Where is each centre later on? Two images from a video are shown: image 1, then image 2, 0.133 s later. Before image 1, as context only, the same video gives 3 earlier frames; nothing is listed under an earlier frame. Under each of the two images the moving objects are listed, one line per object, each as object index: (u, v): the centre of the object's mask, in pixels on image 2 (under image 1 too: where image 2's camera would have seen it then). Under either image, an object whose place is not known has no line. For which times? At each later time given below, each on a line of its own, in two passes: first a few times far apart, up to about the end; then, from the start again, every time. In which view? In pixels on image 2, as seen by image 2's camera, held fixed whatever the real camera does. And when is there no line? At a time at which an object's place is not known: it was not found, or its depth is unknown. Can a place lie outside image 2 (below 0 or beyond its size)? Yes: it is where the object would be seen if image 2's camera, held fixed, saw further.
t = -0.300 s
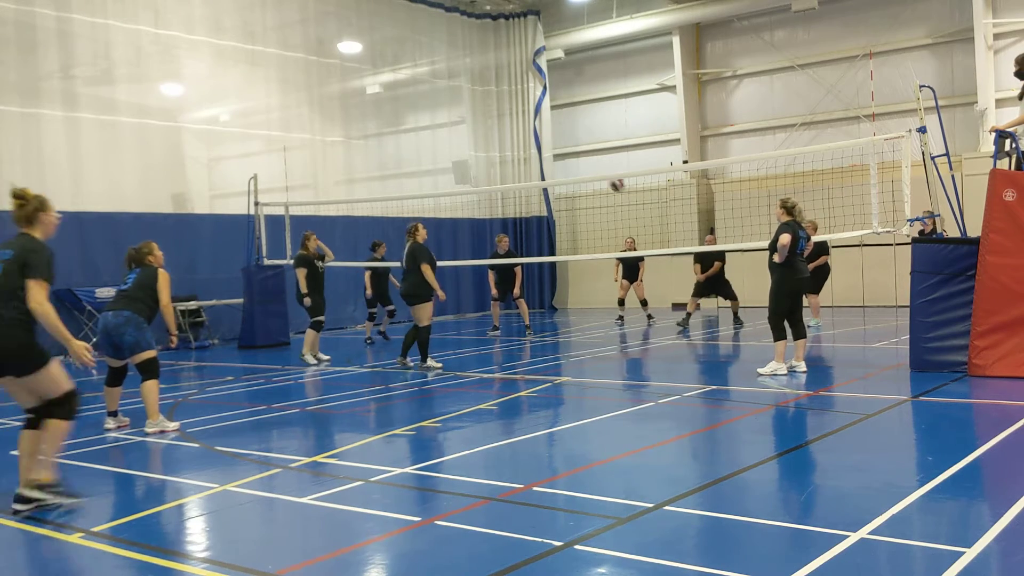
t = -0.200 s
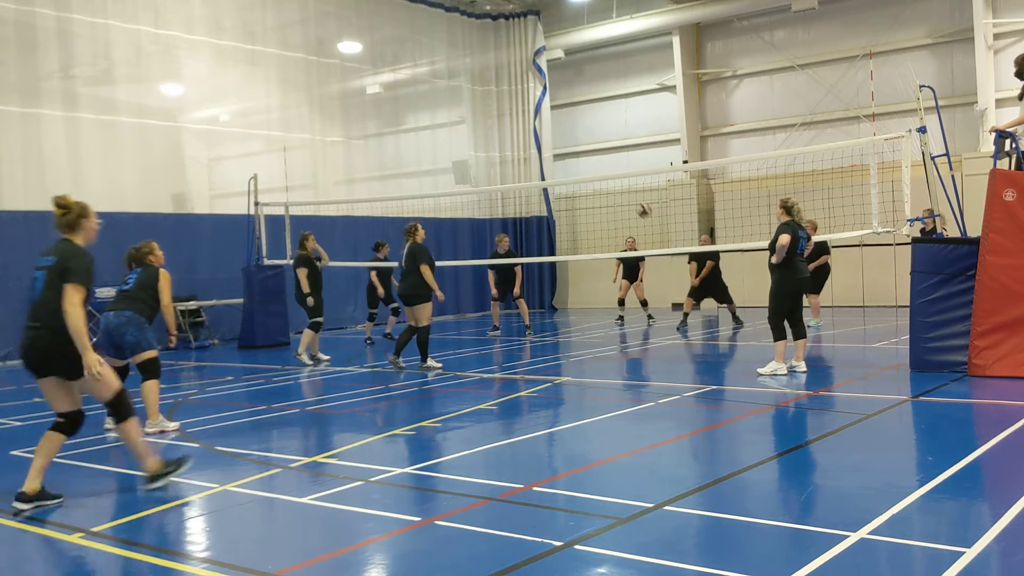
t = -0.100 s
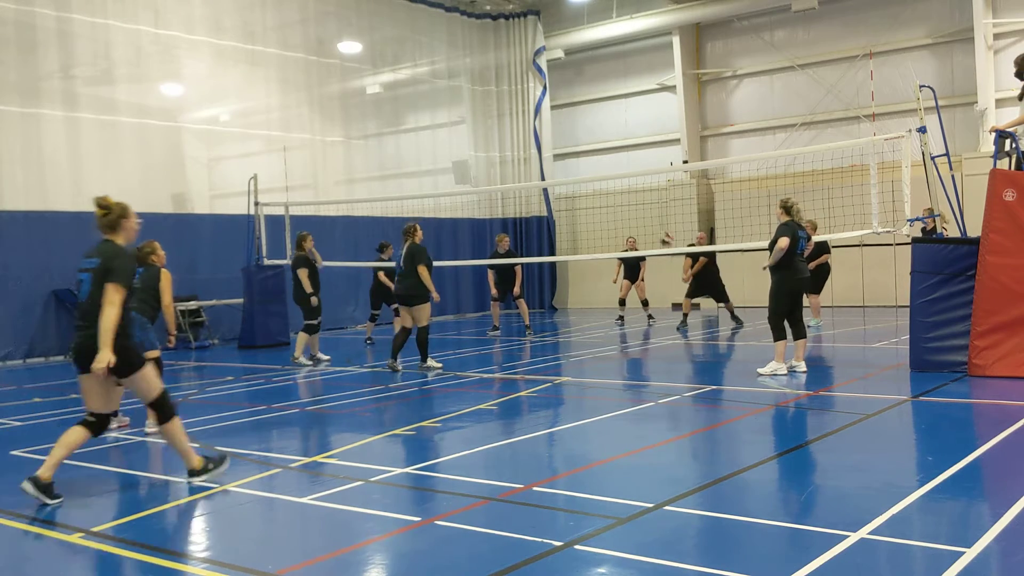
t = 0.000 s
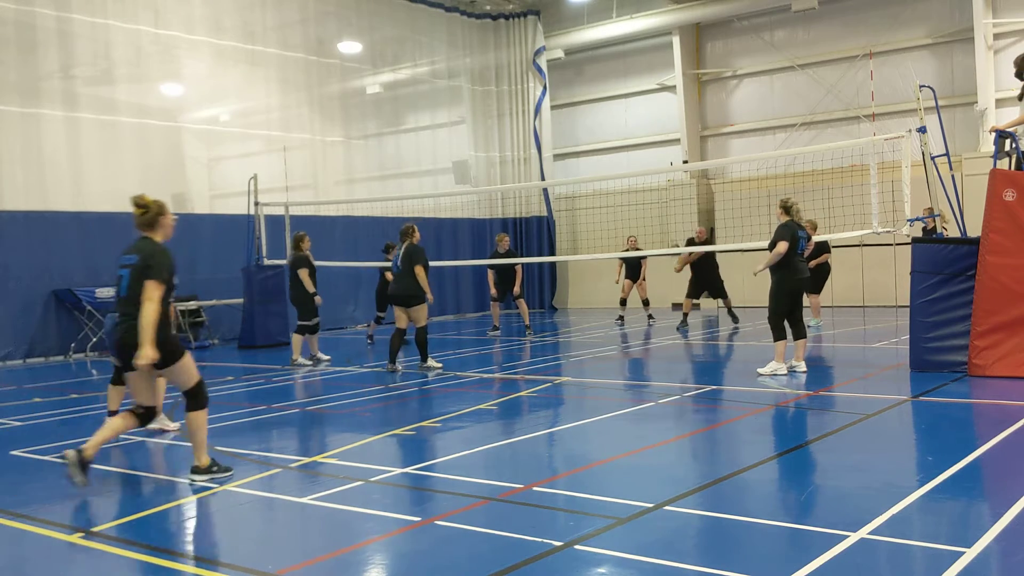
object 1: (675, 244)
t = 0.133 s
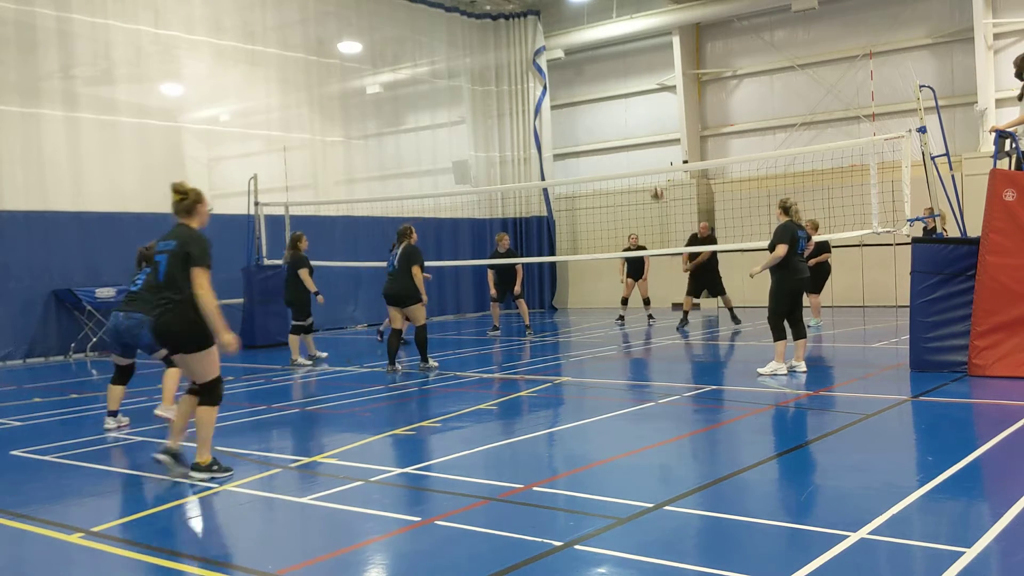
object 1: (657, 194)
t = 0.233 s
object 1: (643, 159)
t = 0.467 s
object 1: (611, 102)
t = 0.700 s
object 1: (578, 77)
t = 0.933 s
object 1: (544, 93)
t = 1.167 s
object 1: (507, 154)
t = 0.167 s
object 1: (652, 182)
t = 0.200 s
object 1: (648, 166)
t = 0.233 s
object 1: (643, 159)
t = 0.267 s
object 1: (638, 149)
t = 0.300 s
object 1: (634, 140)
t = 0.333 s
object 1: (629, 131)
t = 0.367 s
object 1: (625, 123)
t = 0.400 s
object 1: (621, 115)
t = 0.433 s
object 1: (616, 108)
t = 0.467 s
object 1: (611, 102)
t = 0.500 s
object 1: (607, 96)
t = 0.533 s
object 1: (602, 91)
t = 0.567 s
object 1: (598, 87)
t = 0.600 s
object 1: (593, 83)
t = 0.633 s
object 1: (587, 81)
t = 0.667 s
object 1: (583, 78)
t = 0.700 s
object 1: (578, 77)
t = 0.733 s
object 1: (573, 77)
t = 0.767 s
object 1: (568, 77)
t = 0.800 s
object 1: (564, 78)
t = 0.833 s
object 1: (558, 80)
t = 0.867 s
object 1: (553, 83)
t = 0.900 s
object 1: (549, 87)
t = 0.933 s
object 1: (544, 93)
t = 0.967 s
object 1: (538, 100)
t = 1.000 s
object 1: (532, 106)
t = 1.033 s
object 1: (528, 113)
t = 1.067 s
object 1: (523, 123)
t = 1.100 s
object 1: (517, 133)
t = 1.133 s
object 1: (512, 143)
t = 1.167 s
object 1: (507, 154)
